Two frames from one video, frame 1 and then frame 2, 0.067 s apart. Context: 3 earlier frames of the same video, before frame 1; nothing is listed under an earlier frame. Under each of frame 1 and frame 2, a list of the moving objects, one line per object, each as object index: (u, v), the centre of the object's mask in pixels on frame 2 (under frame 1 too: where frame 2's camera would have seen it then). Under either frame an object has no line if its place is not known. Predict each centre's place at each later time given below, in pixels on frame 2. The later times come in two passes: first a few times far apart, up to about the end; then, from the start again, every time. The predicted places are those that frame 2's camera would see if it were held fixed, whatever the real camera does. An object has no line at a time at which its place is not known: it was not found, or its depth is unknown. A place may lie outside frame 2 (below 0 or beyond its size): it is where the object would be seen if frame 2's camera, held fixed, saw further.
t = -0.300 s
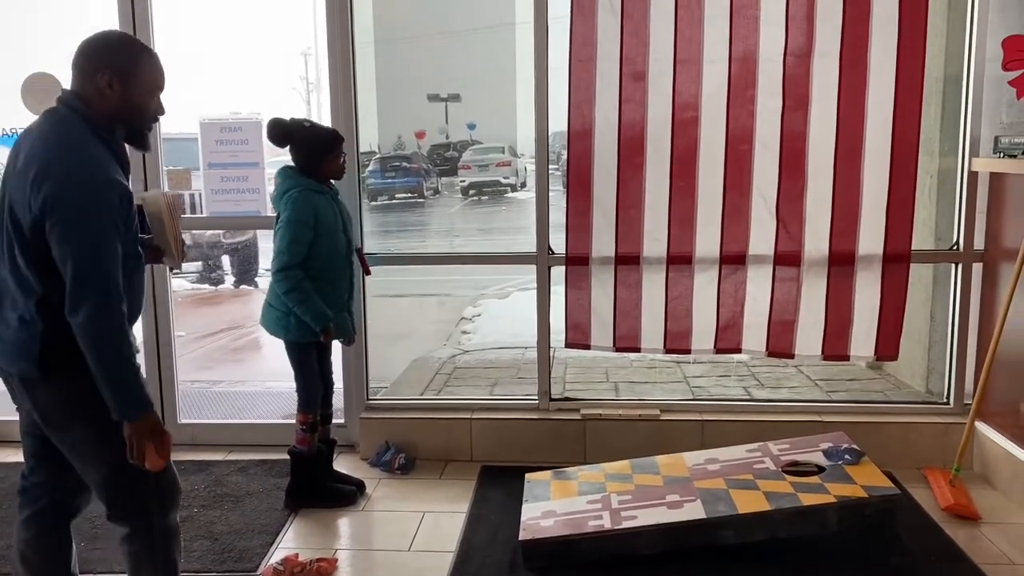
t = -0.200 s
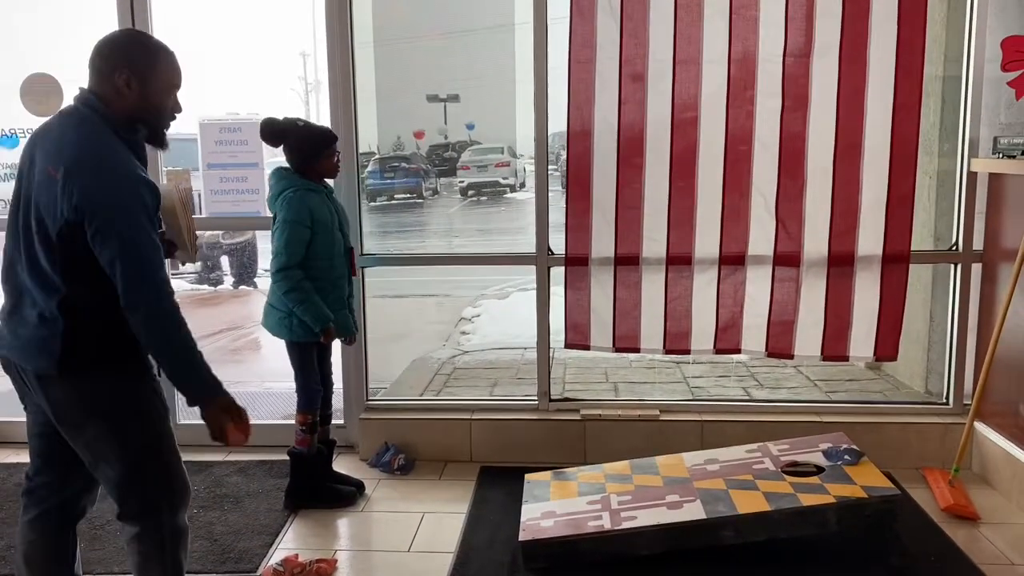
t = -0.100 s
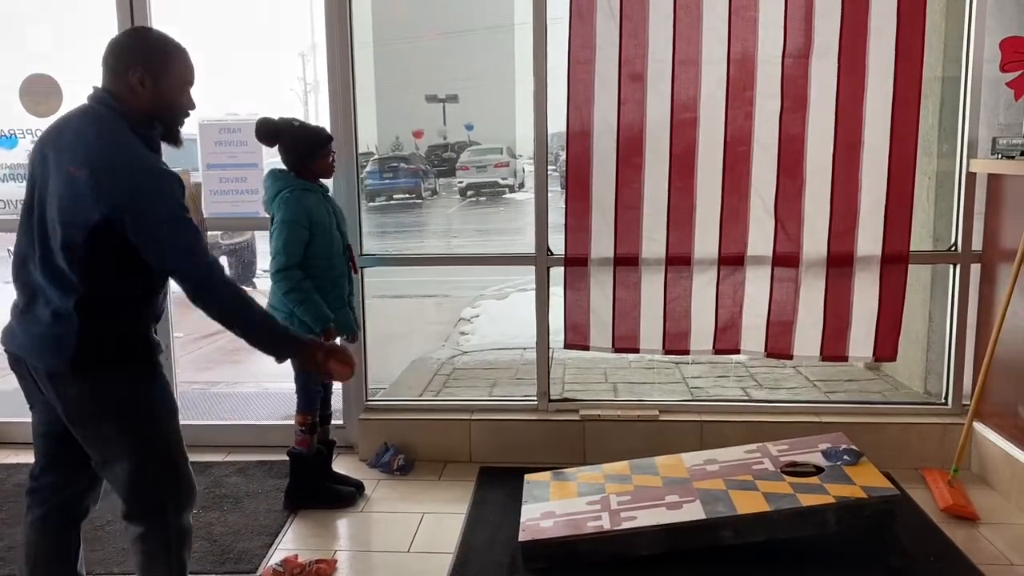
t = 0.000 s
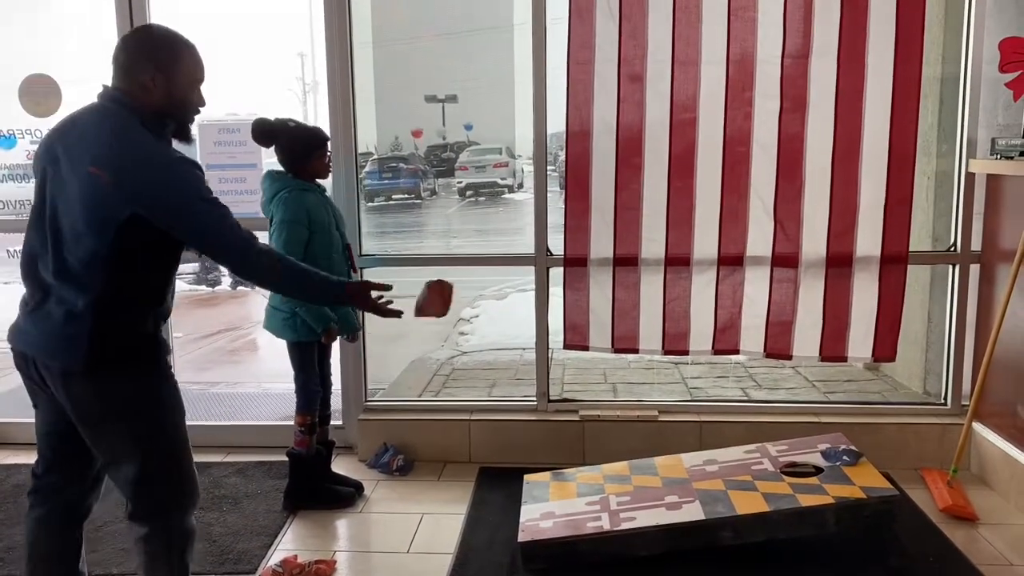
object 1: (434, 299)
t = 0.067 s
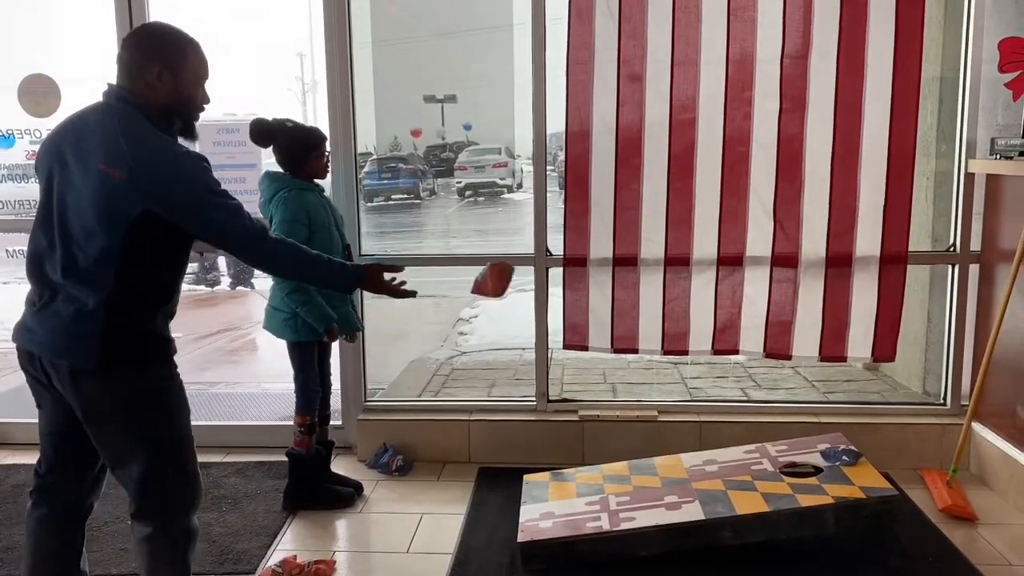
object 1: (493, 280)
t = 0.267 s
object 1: (649, 310)
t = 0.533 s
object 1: (792, 465)
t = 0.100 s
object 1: (523, 275)
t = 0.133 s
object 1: (549, 275)
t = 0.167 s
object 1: (575, 279)
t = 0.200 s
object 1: (601, 287)
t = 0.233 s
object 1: (625, 296)
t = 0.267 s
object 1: (649, 310)
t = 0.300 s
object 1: (671, 325)
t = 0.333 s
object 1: (694, 344)
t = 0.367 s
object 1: (714, 366)
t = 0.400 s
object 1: (735, 389)
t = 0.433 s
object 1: (754, 416)
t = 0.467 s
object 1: (773, 443)
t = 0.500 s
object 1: (784, 465)
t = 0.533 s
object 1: (792, 465)
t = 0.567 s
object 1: (801, 467)
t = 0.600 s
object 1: (806, 470)
